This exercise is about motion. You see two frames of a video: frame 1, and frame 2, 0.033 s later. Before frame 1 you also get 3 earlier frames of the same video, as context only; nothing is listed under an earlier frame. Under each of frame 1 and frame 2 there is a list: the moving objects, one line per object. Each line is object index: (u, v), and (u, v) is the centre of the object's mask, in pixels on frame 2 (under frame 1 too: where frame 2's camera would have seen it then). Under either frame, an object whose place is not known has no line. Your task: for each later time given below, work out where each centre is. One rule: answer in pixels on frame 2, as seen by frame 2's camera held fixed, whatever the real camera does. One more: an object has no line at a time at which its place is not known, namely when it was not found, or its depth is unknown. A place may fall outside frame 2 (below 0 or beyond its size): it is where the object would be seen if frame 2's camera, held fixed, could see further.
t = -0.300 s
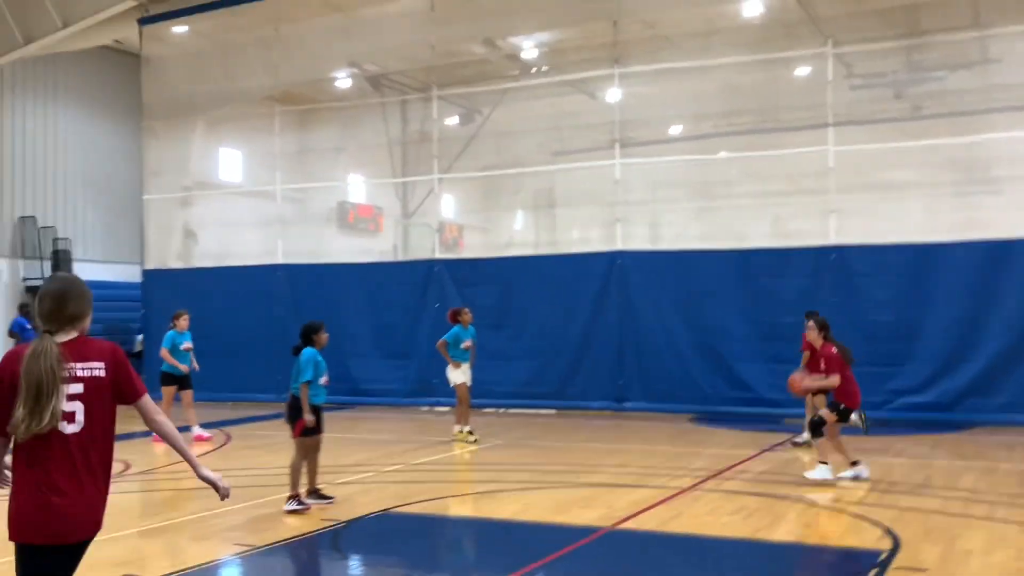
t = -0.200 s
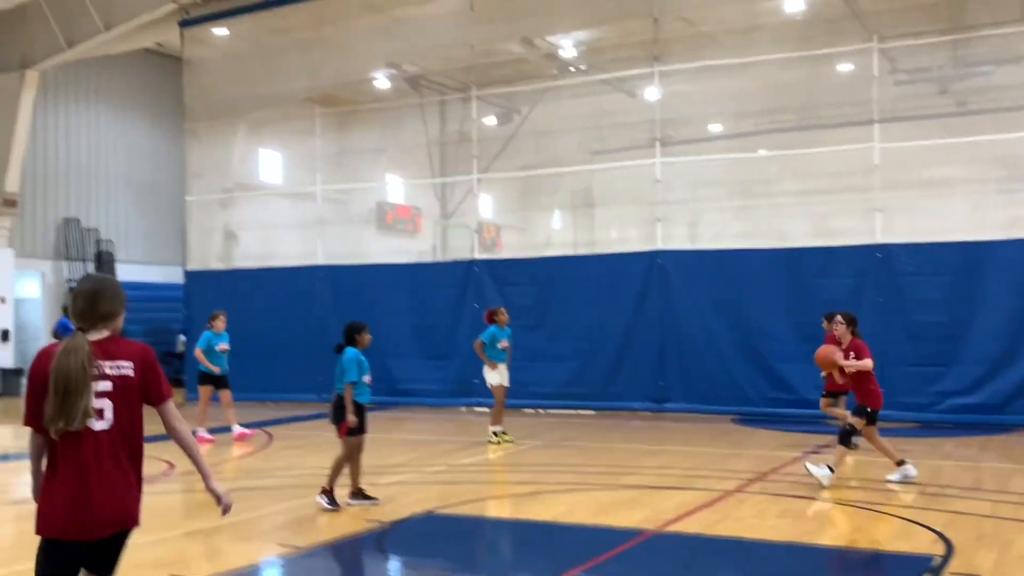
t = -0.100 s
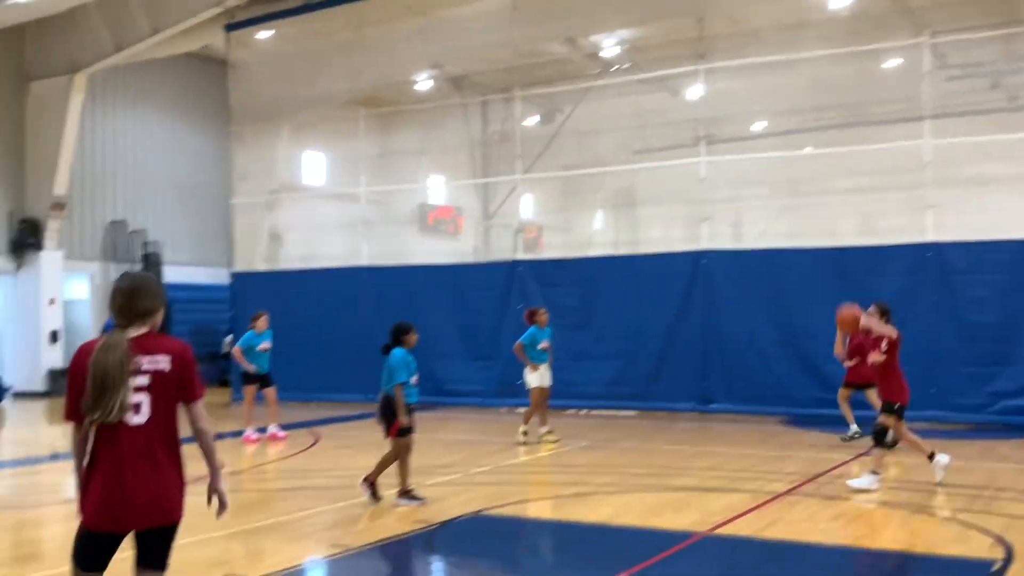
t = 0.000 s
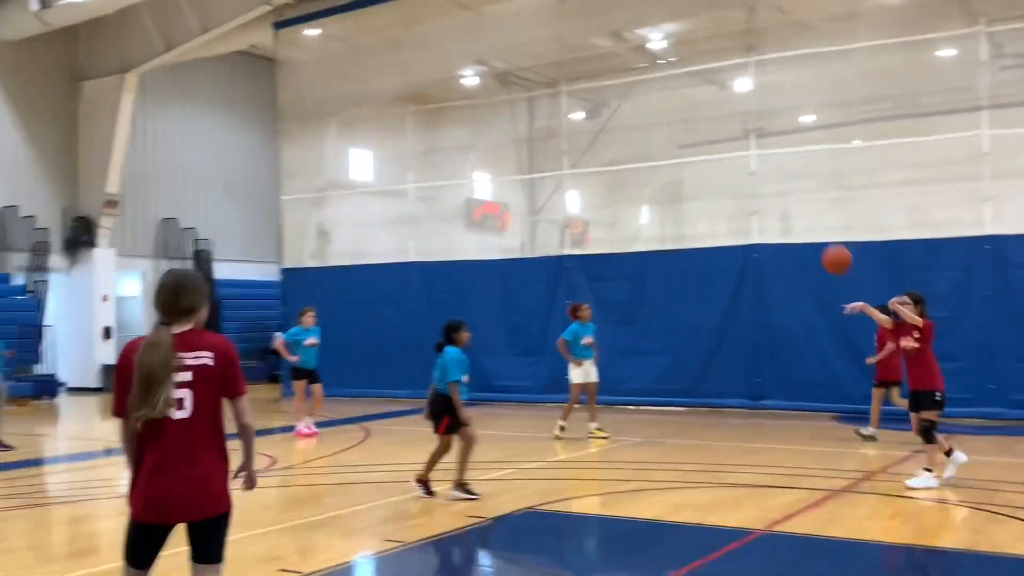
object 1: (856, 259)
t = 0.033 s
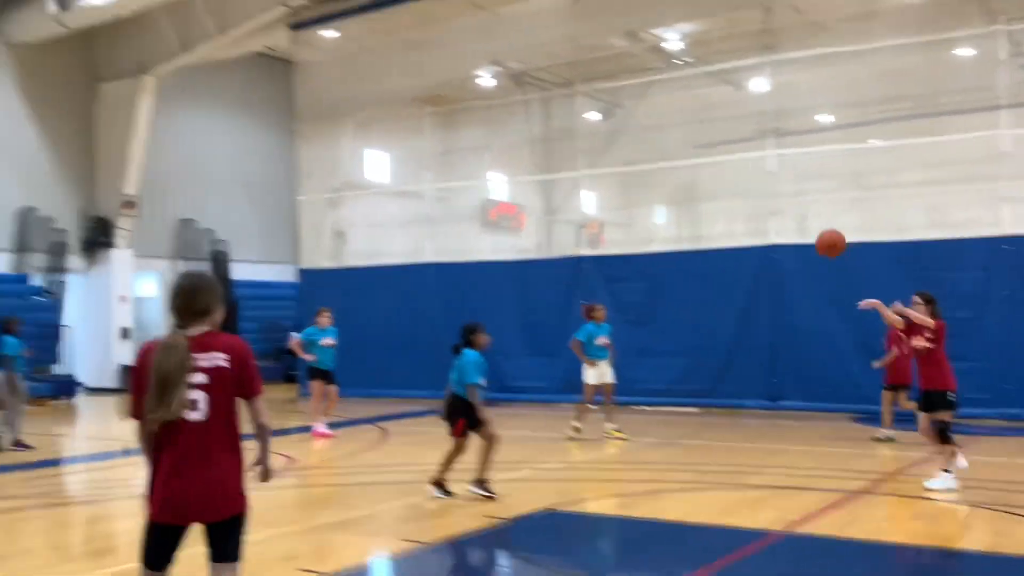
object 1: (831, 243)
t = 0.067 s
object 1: (806, 228)
